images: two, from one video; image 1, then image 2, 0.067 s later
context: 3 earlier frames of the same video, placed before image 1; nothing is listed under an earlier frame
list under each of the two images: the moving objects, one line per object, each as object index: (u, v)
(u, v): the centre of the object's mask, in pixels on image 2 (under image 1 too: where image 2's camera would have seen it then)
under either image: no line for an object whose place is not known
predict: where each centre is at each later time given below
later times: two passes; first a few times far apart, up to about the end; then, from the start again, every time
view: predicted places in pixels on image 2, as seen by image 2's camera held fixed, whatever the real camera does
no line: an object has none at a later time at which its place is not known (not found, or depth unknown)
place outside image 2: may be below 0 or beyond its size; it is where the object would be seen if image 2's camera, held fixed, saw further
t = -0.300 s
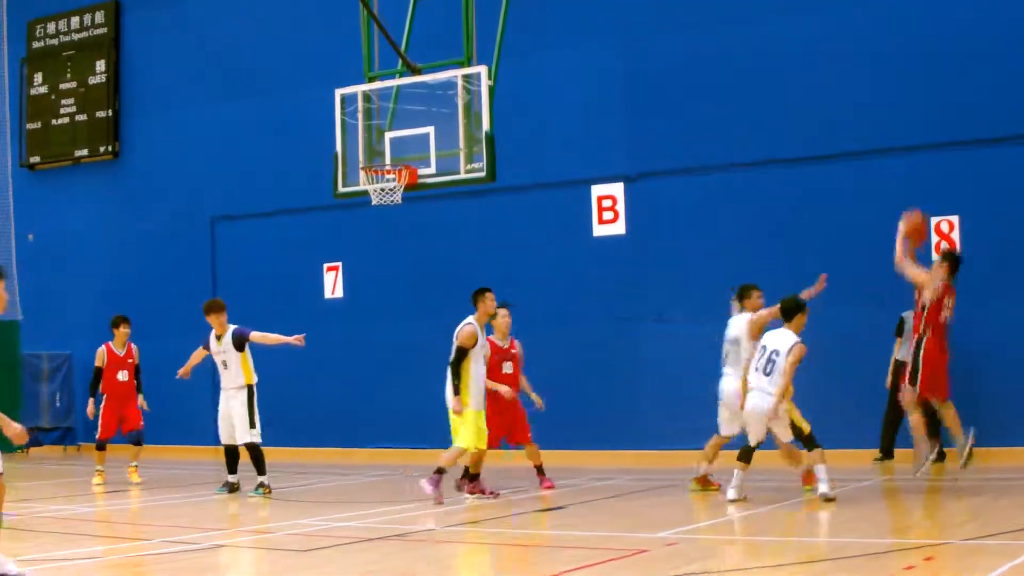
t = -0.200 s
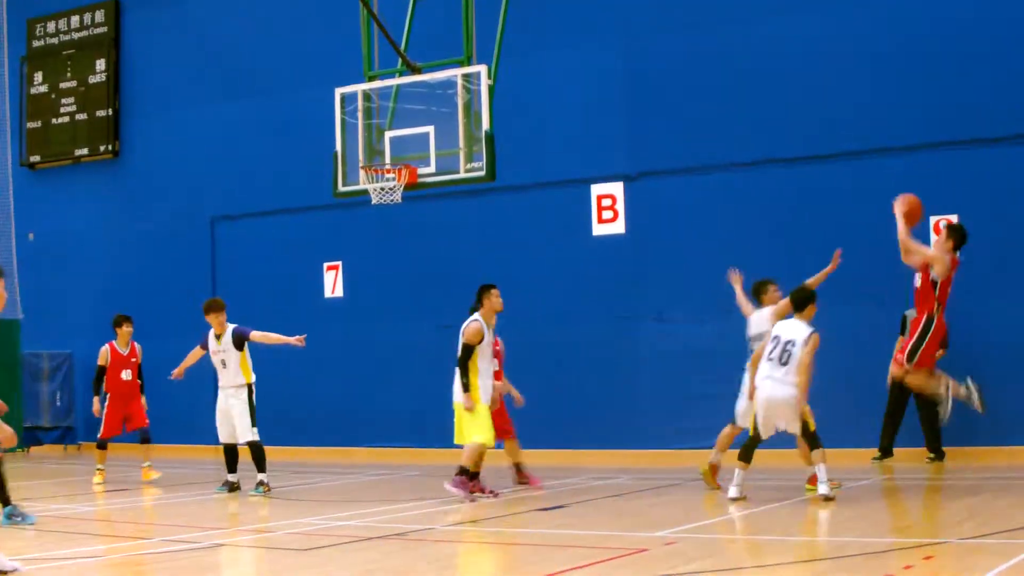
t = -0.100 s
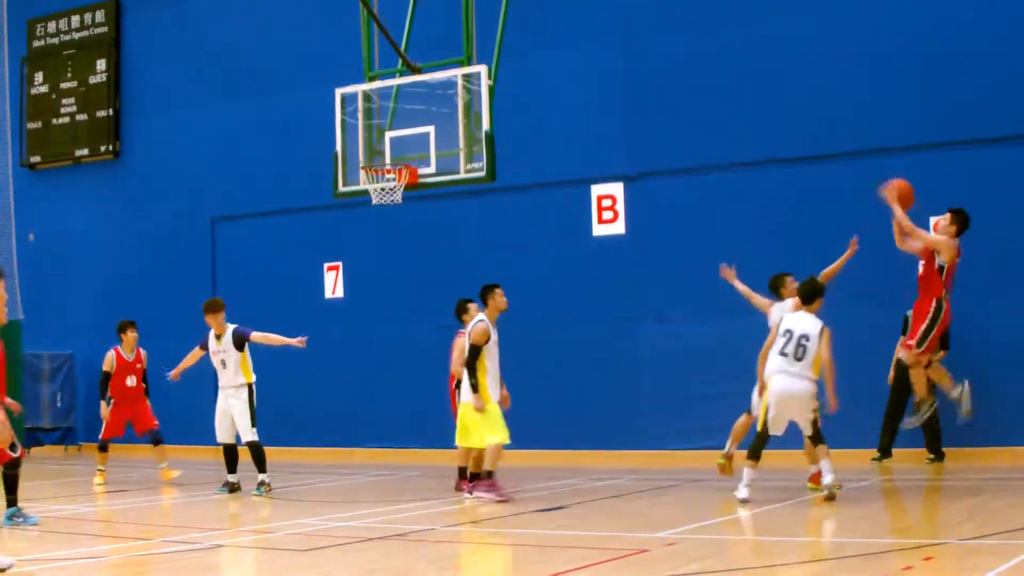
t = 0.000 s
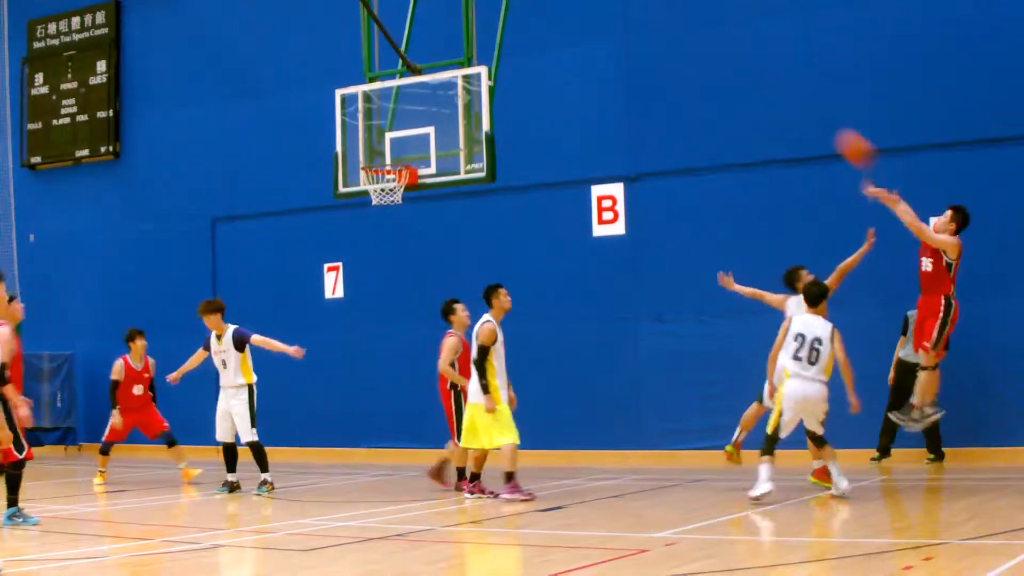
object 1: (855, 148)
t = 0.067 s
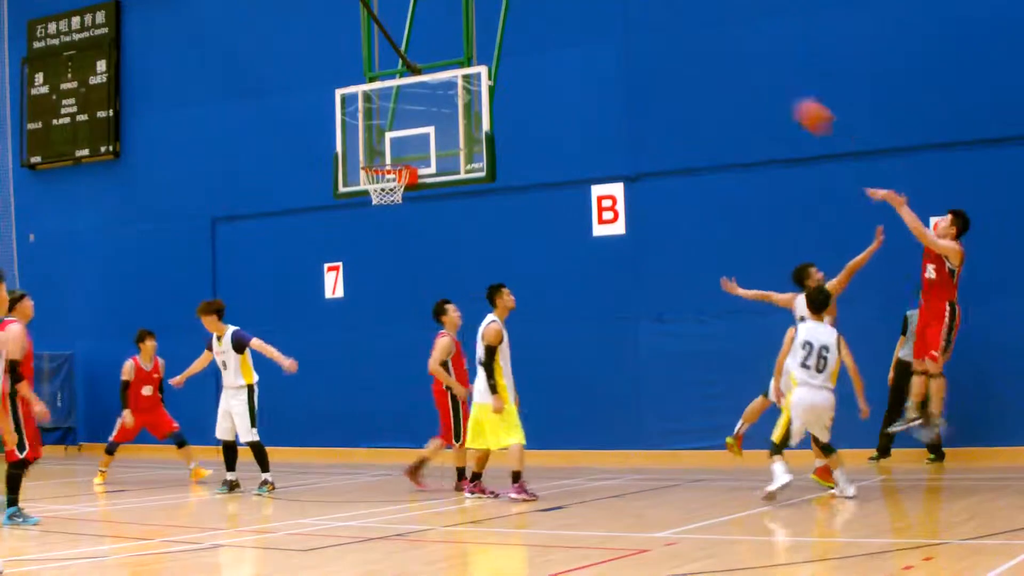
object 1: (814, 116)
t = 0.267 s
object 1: (694, 52)
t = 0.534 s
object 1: (551, 36)
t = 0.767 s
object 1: (435, 81)
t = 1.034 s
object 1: (317, 198)
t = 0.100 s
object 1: (793, 102)
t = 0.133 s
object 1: (773, 89)
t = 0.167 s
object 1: (752, 77)
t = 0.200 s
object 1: (732, 67)
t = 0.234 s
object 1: (713, 59)
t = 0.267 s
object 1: (694, 52)
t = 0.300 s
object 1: (675, 45)
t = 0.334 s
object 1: (657, 41)
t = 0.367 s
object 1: (638, 37)
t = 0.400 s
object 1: (620, 35)
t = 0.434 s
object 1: (602, 33)
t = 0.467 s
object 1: (585, 33)
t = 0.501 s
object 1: (568, 34)
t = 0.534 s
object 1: (551, 36)
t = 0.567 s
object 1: (534, 40)
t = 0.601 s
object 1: (519, 44)
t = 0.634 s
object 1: (501, 49)
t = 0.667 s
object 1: (484, 55)
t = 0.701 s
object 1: (469, 62)
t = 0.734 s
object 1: (453, 71)
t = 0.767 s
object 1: (435, 81)
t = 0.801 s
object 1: (419, 94)
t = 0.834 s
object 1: (405, 104)
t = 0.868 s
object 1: (388, 121)
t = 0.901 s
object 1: (376, 131)
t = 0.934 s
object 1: (361, 146)
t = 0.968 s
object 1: (346, 161)
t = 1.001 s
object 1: (328, 180)
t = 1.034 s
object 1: (317, 198)
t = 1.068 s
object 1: (303, 217)
